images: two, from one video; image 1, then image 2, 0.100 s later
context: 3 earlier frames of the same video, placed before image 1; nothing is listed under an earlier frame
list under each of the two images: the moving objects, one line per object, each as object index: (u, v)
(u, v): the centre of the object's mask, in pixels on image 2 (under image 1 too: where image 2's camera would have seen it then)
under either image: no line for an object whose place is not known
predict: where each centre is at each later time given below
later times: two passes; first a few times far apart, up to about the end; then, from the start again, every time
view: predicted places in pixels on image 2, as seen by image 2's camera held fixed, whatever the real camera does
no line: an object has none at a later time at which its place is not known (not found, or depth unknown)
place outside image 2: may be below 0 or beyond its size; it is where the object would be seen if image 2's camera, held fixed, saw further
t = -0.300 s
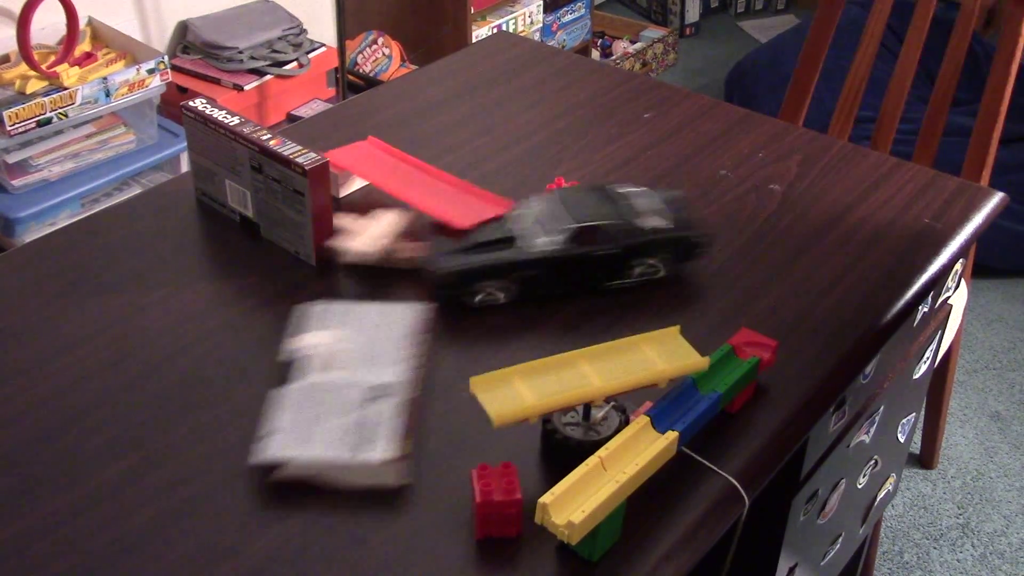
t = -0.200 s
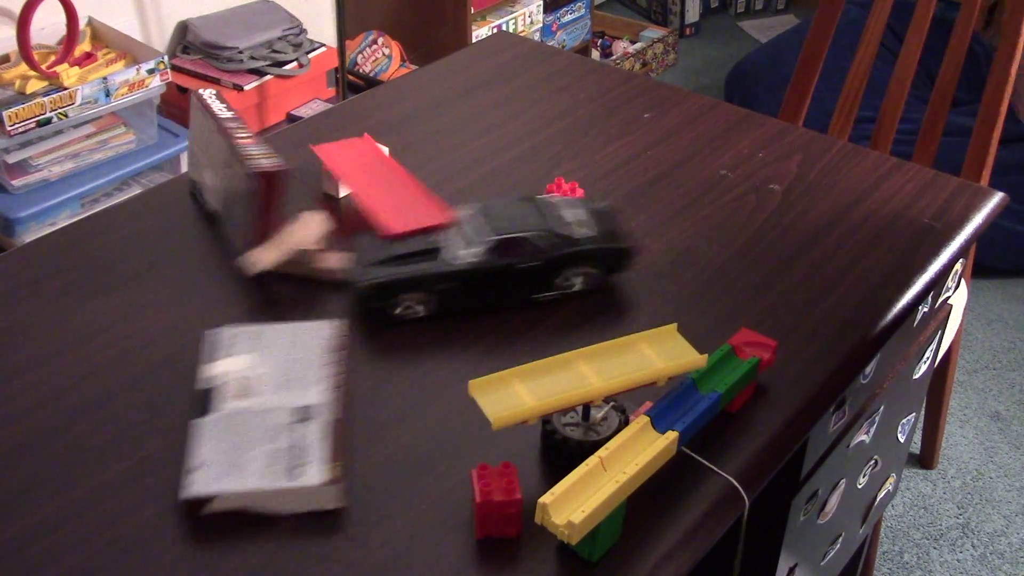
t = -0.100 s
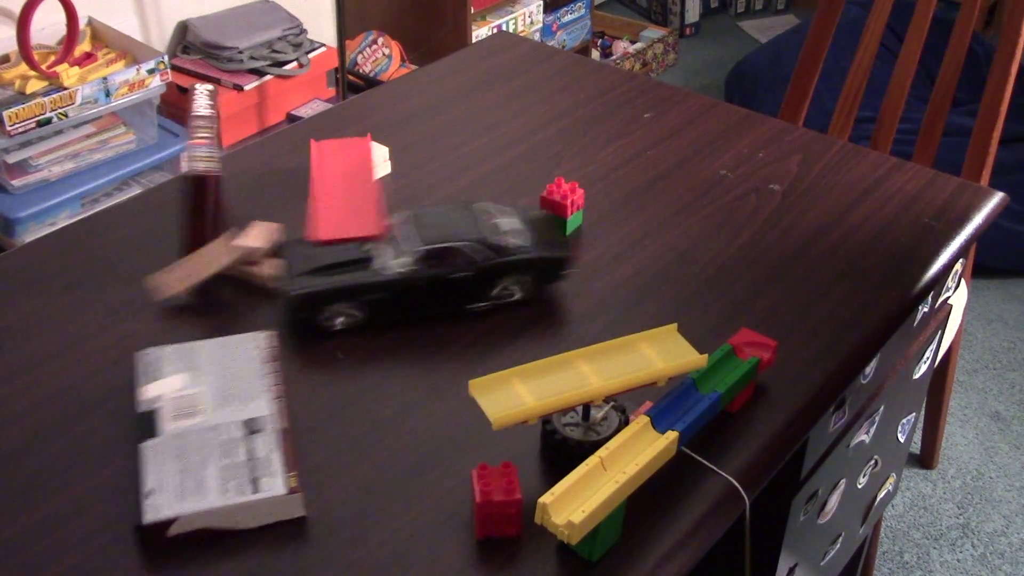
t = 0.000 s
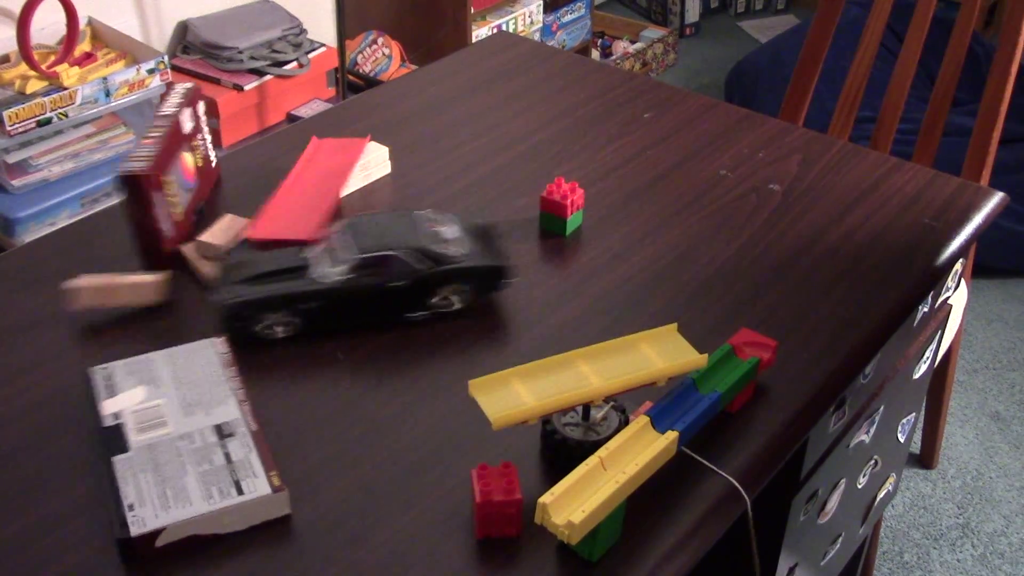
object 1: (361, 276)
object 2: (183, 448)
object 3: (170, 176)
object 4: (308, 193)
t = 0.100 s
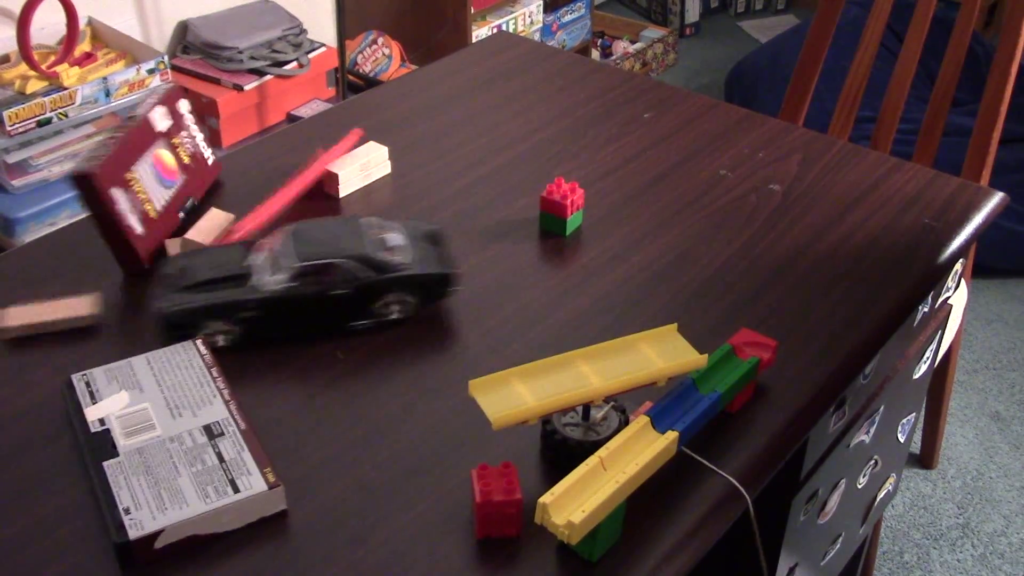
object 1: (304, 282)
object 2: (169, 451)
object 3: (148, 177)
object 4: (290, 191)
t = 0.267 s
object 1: (222, 292)
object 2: (169, 452)
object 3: (121, 207)
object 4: (297, 183)
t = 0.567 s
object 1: (128, 303)
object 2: (169, 452)
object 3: (113, 203)
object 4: (279, 203)
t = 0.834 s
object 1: (104, 307)
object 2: (169, 452)
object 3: (116, 201)
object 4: (273, 212)
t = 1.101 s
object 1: (100, 307)
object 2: (169, 451)
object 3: (116, 201)
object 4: (272, 212)
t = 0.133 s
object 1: (287, 284)
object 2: (169, 451)
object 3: (142, 177)
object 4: (287, 191)
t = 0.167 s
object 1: (270, 286)
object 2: (169, 451)
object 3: (135, 179)
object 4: (292, 187)
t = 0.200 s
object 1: (253, 288)
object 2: (169, 451)
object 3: (129, 185)
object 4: (296, 183)
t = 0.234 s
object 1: (237, 290)
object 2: (169, 451)
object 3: (132, 197)
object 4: (298, 181)
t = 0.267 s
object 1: (222, 292)
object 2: (169, 452)
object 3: (121, 207)
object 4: (297, 183)
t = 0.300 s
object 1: (207, 294)
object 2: (169, 452)
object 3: (117, 207)
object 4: (293, 185)
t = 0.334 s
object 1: (193, 296)
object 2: (169, 451)
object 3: (114, 207)
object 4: (289, 186)
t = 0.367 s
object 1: (178, 297)
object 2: (169, 452)
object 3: (113, 206)
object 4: (286, 190)
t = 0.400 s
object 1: (165, 299)
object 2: (169, 452)
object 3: (113, 206)
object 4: (284, 193)
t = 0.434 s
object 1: (153, 300)
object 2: (169, 452)
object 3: (113, 205)
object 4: (283, 193)
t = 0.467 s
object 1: (145, 301)
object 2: (169, 452)
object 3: (113, 204)
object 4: (281, 195)
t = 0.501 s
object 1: (139, 301)
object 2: (169, 452)
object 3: (113, 204)
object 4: (281, 197)
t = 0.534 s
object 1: (133, 302)
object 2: (169, 452)
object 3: (113, 204)
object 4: (280, 199)
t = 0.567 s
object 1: (128, 303)
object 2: (169, 452)
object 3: (113, 203)
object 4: (279, 203)
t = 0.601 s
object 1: (124, 303)
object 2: (169, 452)
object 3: (113, 203)
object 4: (278, 205)
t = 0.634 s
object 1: (120, 304)
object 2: (169, 452)
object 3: (114, 202)
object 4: (277, 206)
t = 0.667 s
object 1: (115, 305)
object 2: (169, 452)
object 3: (114, 202)
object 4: (276, 208)
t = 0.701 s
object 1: (112, 305)
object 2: (169, 452)
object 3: (114, 202)
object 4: (275, 209)
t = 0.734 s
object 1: (109, 306)
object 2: (169, 452)
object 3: (115, 202)
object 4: (274, 210)
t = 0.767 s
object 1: (107, 306)
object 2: (169, 452)
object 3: (115, 201)
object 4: (274, 211)
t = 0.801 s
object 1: (105, 307)
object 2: (169, 452)
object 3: (115, 201)
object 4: (273, 211)
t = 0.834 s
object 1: (104, 307)
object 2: (169, 452)
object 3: (116, 201)
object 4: (273, 212)
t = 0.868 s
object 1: (102, 306)
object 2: (169, 452)
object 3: (116, 201)
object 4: (273, 212)
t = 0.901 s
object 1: (101, 307)
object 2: (169, 451)
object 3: (116, 201)
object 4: (272, 212)
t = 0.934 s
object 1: (101, 306)
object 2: (169, 451)
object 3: (116, 201)
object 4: (272, 212)
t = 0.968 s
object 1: (100, 307)
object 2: (169, 452)
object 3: (116, 201)
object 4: (272, 212)
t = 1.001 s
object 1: (100, 307)
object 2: (169, 451)
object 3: (116, 201)
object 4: (272, 212)
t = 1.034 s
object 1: (100, 307)
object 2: (169, 451)
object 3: (116, 201)
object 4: (272, 212)
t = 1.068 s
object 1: (100, 306)
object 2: (169, 451)
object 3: (116, 201)
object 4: (272, 212)
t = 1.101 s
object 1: (100, 307)
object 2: (169, 451)
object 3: (116, 201)
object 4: (272, 212)
